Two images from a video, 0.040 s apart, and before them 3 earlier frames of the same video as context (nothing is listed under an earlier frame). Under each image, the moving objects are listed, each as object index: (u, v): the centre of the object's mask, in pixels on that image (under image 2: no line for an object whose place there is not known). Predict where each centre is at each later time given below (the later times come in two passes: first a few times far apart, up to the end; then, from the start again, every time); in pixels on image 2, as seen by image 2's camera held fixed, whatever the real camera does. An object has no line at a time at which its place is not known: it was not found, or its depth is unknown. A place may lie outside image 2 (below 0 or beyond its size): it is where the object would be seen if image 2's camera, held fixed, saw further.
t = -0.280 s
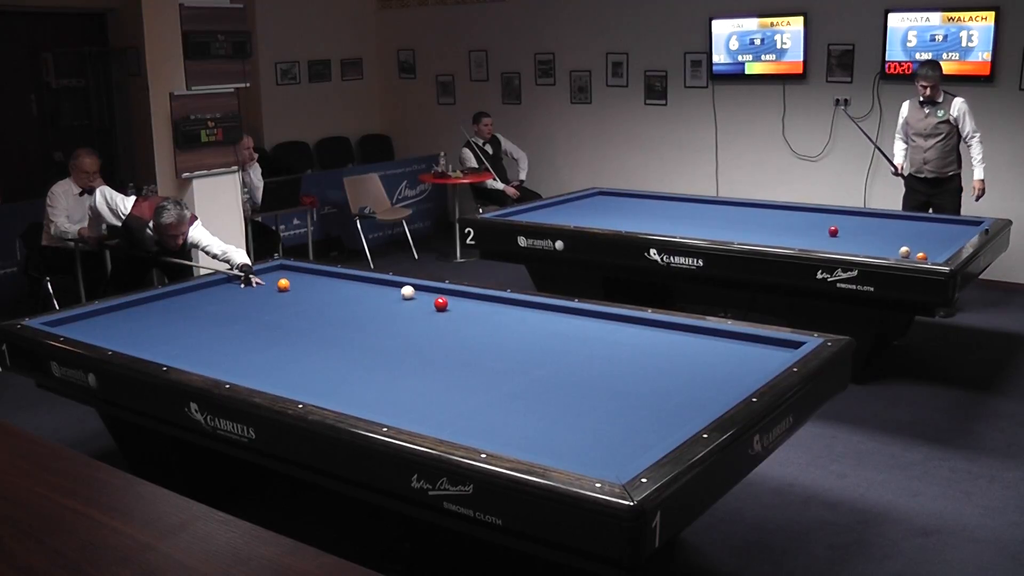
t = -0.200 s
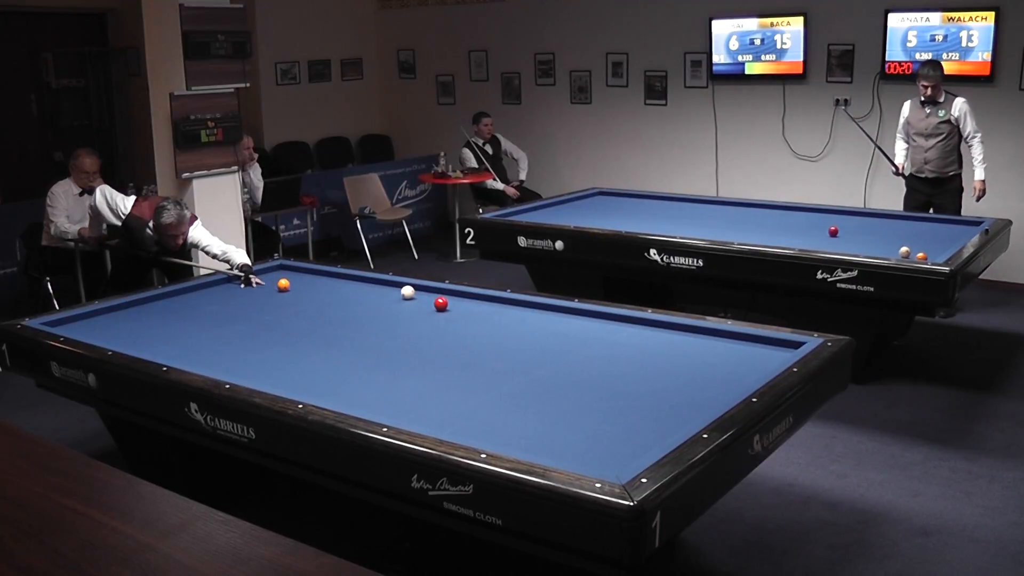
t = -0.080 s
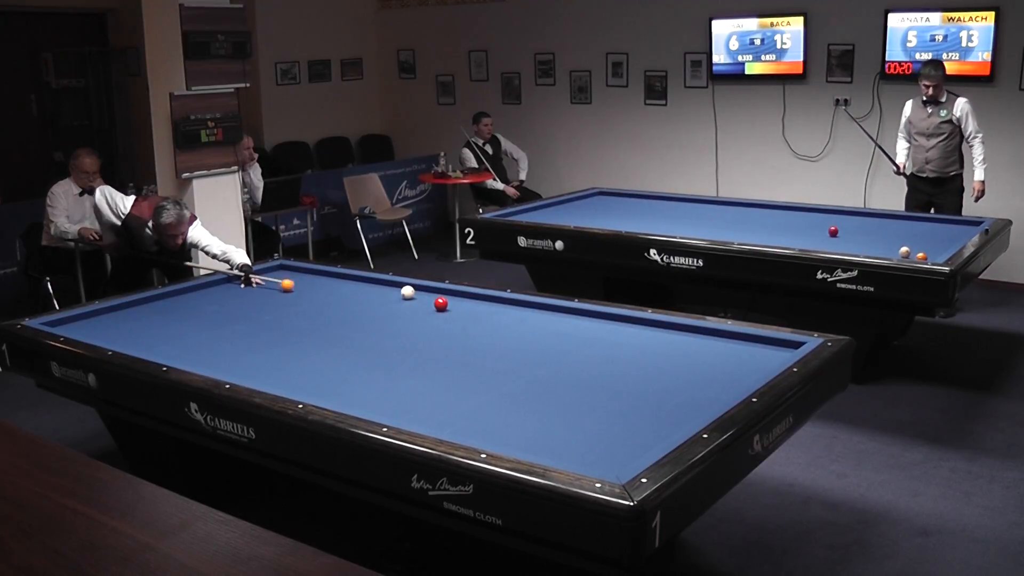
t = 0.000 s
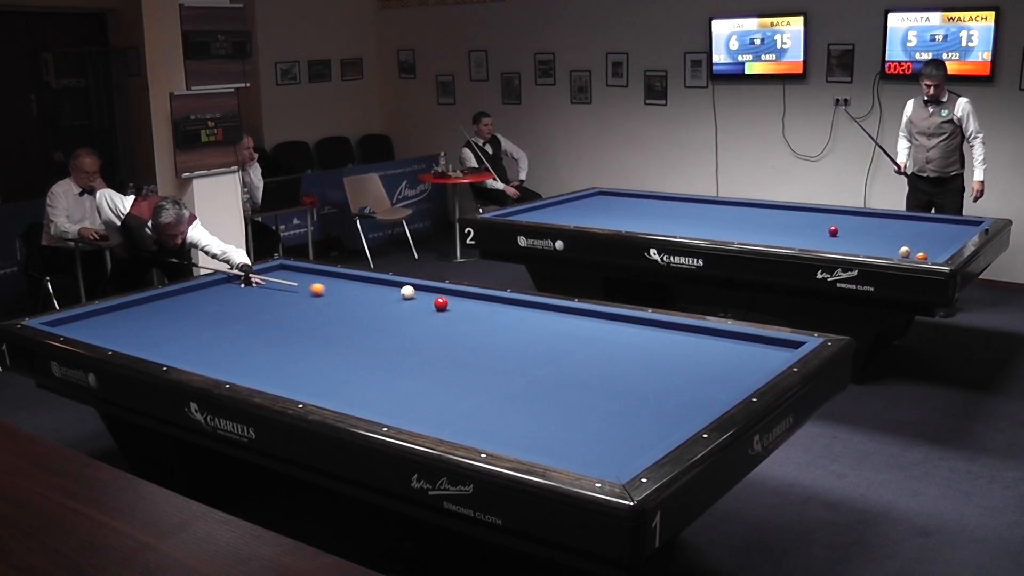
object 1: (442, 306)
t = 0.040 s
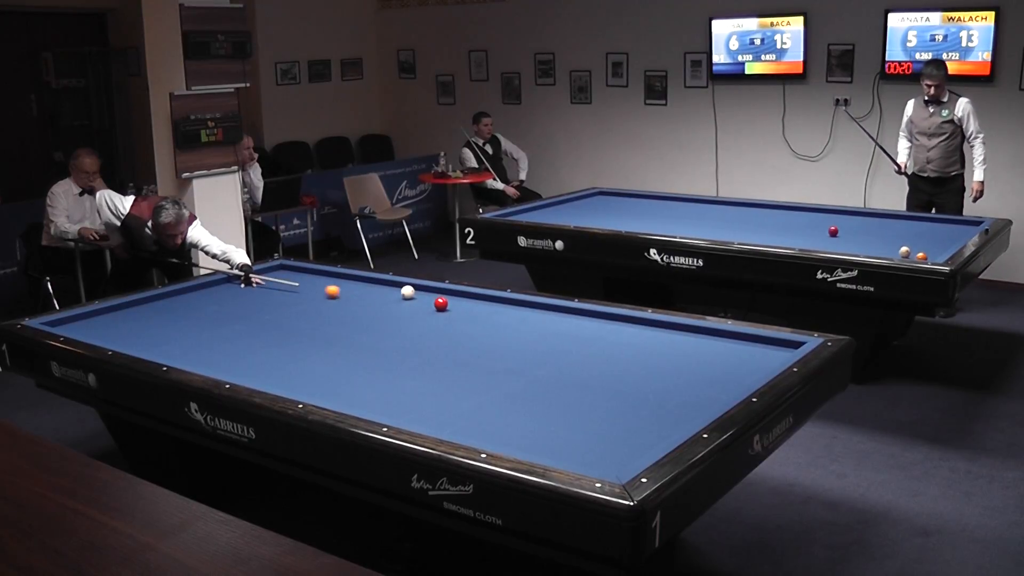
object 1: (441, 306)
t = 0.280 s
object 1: (446, 305)
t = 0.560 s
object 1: (503, 306)
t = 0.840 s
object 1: (510, 318)
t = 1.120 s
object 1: (518, 331)
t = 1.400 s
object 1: (526, 344)
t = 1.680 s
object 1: (535, 359)
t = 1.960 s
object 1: (545, 375)
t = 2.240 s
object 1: (556, 392)
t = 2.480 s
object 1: (566, 408)
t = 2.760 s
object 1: (579, 428)
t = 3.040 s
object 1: (592, 450)
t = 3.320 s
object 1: (608, 467)
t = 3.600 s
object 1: (609, 464)
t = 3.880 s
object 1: (605, 459)
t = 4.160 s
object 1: (601, 453)
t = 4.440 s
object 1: (598, 447)
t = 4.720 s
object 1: (596, 442)
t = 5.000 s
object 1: (593, 437)
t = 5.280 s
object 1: (591, 433)
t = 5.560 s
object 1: (589, 429)
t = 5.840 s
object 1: (587, 425)
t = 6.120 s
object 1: (585, 422)
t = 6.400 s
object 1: (584, 419)
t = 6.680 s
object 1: (583, 417)
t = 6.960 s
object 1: (583, 415)
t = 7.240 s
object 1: (582, 414)
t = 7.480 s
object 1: (582, 413)
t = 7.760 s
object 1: (581, 412)
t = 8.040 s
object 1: (581, 411)
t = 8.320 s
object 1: (581, 411)
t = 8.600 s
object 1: (581, 411)
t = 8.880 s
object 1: (581, 411)
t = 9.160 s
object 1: (581, 411)
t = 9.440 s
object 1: (581, 411)
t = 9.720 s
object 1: (581, 411)
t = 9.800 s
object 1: (581, 411)
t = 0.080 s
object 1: (441, 306)
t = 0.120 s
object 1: (441, 306)
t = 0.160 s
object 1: (441, 306)
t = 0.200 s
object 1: (441, 306)
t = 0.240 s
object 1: (441, 306)
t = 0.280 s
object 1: (446, 305)
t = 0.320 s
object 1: (459, 303)
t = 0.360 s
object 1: (473, 302)
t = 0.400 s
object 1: (486, 302)
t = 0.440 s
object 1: (497, 301)
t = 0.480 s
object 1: (502, 302)
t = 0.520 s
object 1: (502, 304)
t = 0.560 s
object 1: (503, 306)
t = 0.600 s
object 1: (504, 307)
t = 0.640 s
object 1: (505, 309)
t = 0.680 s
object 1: (506, 310)
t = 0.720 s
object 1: (507, 313)
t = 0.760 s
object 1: (508, 315)
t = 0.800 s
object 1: (509, 316)
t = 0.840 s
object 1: (510, 318)
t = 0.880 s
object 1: (511, 320)
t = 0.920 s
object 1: (513, 322)
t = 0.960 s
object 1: (513, 323)
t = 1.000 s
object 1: (515, 325)
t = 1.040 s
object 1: (516, 327)
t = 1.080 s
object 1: (517, 329)
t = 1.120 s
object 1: (518, 331)
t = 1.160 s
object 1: (519, 333)
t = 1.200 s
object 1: (520, 335)
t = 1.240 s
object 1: (521, 337)
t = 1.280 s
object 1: (523, 339)
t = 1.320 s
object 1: (524, 340)
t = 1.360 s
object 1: (525, 342)
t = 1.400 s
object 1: (526, 344)
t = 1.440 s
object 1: (528, 347)
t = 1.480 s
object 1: (529, 349)
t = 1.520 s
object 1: (530, 351)
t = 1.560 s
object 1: (531, 353)
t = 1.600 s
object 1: (532, 355)
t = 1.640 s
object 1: (534, 357)
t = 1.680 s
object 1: (535, 359)
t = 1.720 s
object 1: (537, 361)
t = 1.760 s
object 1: (538, 363)
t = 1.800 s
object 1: (539, 366)
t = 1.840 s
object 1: (541, 368)
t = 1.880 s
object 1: (542, 370)
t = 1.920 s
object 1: (543, 372)
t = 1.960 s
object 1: (545, 375)
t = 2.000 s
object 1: (547, 377)
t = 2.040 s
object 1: (548, 380)
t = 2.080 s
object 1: (550, 382)
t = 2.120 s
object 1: (551, 385)
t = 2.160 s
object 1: (553, 387)
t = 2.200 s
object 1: (554, 390)
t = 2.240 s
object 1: (556, 392)
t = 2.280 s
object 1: (557, 395)
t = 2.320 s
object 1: (559, 398)
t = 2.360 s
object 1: (561, 400)
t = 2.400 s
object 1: (563, 403)
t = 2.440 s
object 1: (565, 405)
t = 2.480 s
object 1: (566, 408)
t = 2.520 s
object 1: (568, 411)
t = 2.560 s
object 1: (569, 414)
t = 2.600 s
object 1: (571, 417)
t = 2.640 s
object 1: (573, 419)
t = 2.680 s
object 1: (575, 422)
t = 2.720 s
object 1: (577, 425)
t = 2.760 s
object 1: (579, 428)
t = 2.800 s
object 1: (581, 431)
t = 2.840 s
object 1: (582, 434)
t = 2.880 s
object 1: (584, 437)
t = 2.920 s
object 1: (586, 440)
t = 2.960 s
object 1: (588, 444)
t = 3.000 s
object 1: (590, 447)
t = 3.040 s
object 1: (592, 450)
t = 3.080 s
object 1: (594, 453)
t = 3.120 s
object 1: (596, 456)
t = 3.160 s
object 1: (599, 459)
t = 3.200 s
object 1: (601, 461)
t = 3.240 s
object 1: (603, 464)
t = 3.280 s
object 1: (605, 465)
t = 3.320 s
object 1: (608, 467)
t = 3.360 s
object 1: (611, 468)
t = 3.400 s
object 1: (611, 467)
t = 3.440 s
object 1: (611, 466)
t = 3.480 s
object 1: (610, 466)
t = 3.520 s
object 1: (610, 465)
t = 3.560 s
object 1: (609, 465)
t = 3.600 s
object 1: (609, 464)
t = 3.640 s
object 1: (608, 463)
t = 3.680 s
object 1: (608, 463)
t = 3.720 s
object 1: (607, 462)
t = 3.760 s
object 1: (606, 461)
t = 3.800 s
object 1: (606, 460)
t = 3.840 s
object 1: (605, 460)
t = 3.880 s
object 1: (605, 459)
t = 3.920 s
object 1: (605, 458)
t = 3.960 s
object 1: (604, 458)
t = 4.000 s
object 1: (603, 456)
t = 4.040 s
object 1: (603, 456)
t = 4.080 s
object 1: (602, 455)
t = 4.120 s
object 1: (602, 454)
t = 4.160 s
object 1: (601, 453)
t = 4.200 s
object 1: (601, 452)
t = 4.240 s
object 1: (600, 451)
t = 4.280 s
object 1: (600, 450)
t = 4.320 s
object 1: (600, 449)
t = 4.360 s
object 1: (599, 449)
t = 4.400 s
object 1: (599, 448)
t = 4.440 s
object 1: (598, 447)
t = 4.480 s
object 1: (598, 446)
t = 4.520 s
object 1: (598, 446)
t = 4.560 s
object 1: (597, 445)
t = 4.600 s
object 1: (597, 444)
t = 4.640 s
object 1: (596, 443)
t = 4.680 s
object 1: (596, 442)
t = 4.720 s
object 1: (596, 442)
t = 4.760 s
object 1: (595, 441)
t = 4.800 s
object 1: (595, 440)
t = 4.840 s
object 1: (594, 440)
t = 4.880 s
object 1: (594, 439)
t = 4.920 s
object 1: (594, 438)
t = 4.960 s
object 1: (593, 438)
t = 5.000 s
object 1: (593, 437)
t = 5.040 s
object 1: (593, 436)
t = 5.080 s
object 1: (593, 435)
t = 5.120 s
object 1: (592, 435)
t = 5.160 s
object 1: (592, 434)
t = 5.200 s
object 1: (592, 434)
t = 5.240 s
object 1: (591, 433)
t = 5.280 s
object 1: (591, 433)
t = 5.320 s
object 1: (591, 432)
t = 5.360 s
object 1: (591, 431)
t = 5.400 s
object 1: (590, 431)
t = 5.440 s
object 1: (590, 431)
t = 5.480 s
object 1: (590, 430)
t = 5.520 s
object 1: (589, 429)
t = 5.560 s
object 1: (589, 429)
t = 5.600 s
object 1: (589, 428)
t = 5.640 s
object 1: (588, 427)
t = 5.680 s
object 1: (588, 427)
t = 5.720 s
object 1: (588, 427)
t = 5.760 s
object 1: (587, 426)
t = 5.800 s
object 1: (587, 426)
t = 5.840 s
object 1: (587, 425)
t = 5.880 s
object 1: (586, 425)
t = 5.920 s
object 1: (586, 424)
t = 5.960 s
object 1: (586, 424)
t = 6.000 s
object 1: (586, 423)
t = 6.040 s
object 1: (586, 423)
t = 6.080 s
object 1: (585, 423)
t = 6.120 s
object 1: (585, 422)
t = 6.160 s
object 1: (585, 422)
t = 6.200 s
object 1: (585, 422)
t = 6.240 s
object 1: (585, 421)
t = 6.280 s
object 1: (585, 421)
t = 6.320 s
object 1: (584, 420)
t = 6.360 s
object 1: (584, 420)
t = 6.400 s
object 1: (584, 419)
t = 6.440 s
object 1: (584, 419)
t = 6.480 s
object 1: (584, 419)
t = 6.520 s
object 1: (584, 418)
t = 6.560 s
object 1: (584, 418)
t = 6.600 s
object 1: (584, 418)
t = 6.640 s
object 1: (583, 418)
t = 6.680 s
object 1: (583, 417)
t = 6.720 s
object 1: (583, 417)
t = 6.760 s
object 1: (583, 417)
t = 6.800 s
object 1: (583, 416)
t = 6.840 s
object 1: (583, 416)
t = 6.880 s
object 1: (583, 416)
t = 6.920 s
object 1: (583, 416)
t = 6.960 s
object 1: (583, 415)
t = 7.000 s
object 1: (583, 415)
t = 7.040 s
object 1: (583, 415)
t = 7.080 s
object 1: (583, 415)
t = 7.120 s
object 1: (583, 414)
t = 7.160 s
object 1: (582, 414)
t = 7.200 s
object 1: (582, 414)
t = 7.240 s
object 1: (582, 414)
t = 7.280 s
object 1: (582, 414)
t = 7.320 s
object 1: (582, 413)
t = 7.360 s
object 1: (582, 413)
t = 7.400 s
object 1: (582, 413)
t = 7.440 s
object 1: (582, 413)
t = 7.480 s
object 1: (582, 413)
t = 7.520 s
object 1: (582, 413)
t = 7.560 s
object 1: (582, 412)
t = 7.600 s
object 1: (582, 412)
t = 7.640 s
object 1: (582, 412)
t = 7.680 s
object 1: (582, 412)
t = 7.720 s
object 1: (581, 412)
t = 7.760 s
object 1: (581, 412)
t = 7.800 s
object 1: (581, 412)
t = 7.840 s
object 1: (581, 412)
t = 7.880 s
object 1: (581, 412)
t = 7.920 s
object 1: (581, 411)
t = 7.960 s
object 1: (581, 411)
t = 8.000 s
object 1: (581, 411)
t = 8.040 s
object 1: (581, 411)
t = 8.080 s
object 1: (581, 411)
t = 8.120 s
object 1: (581, 411)
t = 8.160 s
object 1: (581, 411)
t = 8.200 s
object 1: (581, 411)
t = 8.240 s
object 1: (581, 411)
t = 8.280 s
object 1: (581, 411)
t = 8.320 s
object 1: (581, 411)
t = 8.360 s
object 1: (581, 411)
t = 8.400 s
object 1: (581, 411)
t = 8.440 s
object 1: (581, 411)
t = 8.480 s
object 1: (581, 411)
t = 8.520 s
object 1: (581, 411)
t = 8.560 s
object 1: (581, 411)
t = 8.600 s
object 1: (581, 411)
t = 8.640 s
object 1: (581, 411)
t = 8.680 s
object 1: (581, 411)
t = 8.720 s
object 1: (581, 411)
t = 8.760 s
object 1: (581, 411)
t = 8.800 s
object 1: (581, 411)
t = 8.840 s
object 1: (581, 411)
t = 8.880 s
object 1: (581, 411)
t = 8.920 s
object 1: (581, 411)
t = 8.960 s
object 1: (581, 411)
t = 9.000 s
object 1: (581, 411)
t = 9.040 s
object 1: (581, 411)
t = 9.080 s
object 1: (581, 411)
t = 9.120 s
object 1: (581, 411)
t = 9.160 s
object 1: (581, 411)
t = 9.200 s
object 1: (581, 411)
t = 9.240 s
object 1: (581, 411)
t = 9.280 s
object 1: (581, 411)
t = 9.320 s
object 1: (581, 411)
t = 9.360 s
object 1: (581, 411)
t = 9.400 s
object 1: (581, 411)
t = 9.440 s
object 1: (581, 411)
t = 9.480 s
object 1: (581, 411)
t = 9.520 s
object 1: (581, 411)
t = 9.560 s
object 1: (581, 411)
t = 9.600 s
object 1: (581, 411)
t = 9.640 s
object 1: (581, 411)
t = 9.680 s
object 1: (581, 411)
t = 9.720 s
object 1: (581, 411)
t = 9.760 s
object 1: (581, 411)
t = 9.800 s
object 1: (581, 411)
